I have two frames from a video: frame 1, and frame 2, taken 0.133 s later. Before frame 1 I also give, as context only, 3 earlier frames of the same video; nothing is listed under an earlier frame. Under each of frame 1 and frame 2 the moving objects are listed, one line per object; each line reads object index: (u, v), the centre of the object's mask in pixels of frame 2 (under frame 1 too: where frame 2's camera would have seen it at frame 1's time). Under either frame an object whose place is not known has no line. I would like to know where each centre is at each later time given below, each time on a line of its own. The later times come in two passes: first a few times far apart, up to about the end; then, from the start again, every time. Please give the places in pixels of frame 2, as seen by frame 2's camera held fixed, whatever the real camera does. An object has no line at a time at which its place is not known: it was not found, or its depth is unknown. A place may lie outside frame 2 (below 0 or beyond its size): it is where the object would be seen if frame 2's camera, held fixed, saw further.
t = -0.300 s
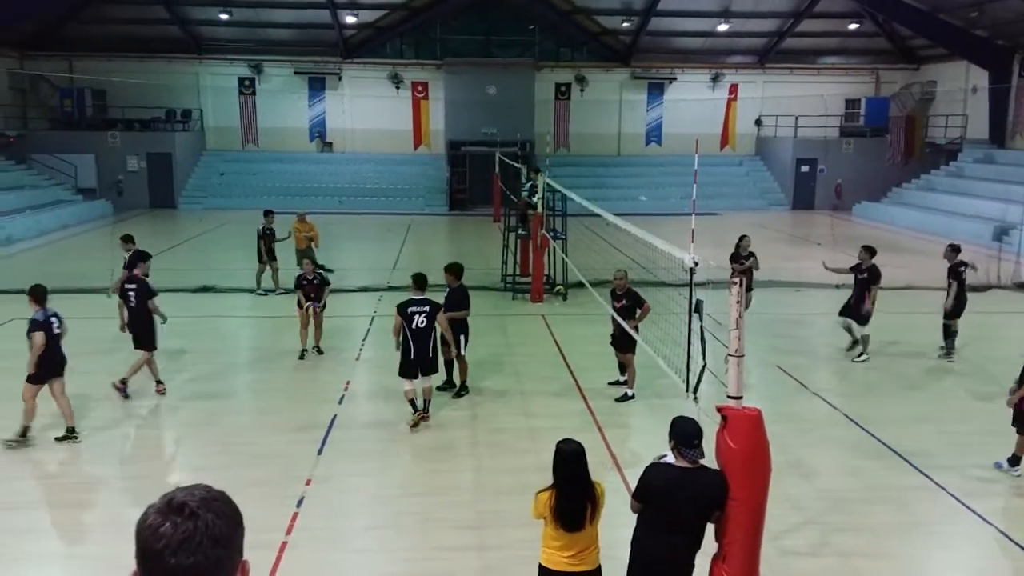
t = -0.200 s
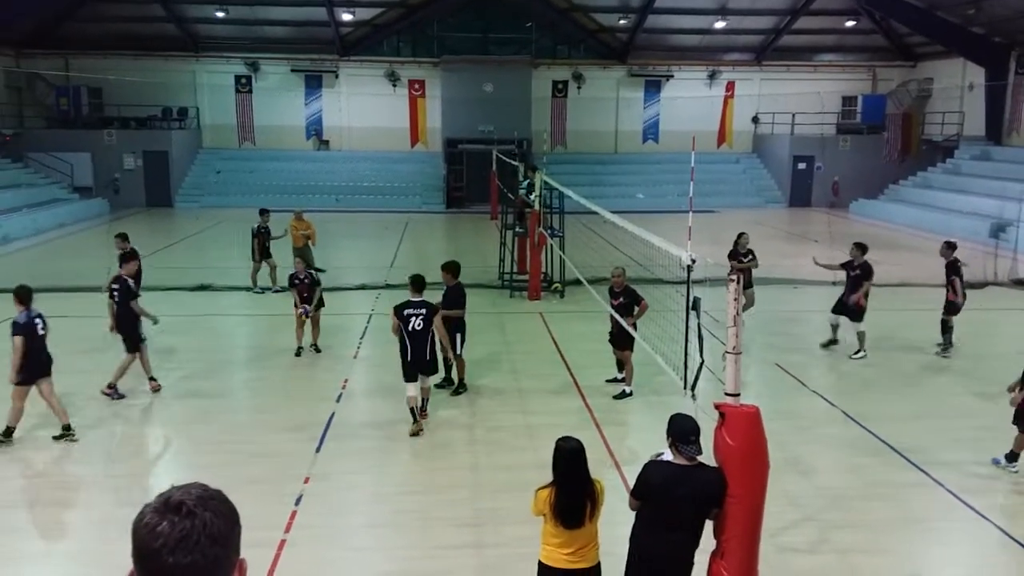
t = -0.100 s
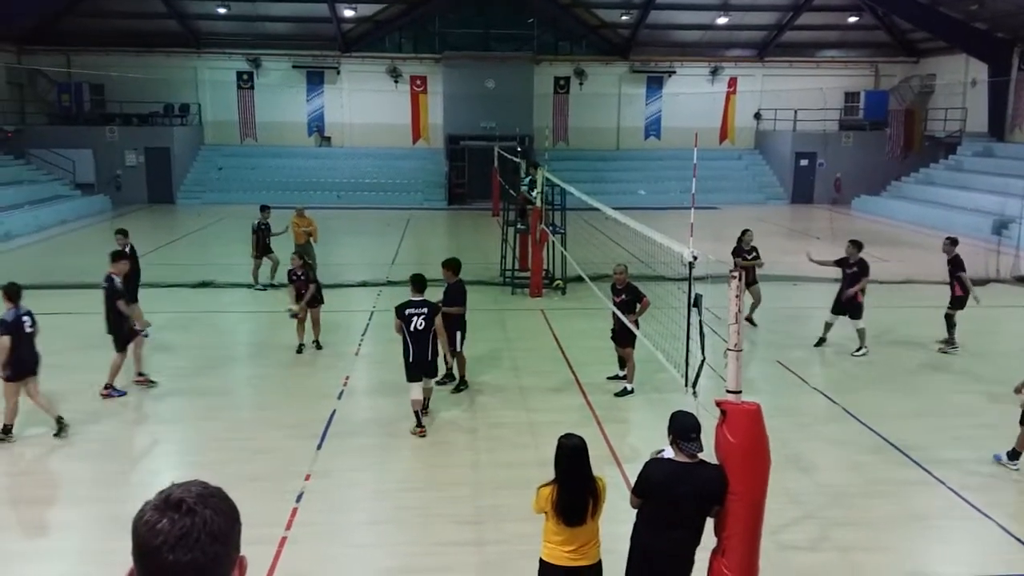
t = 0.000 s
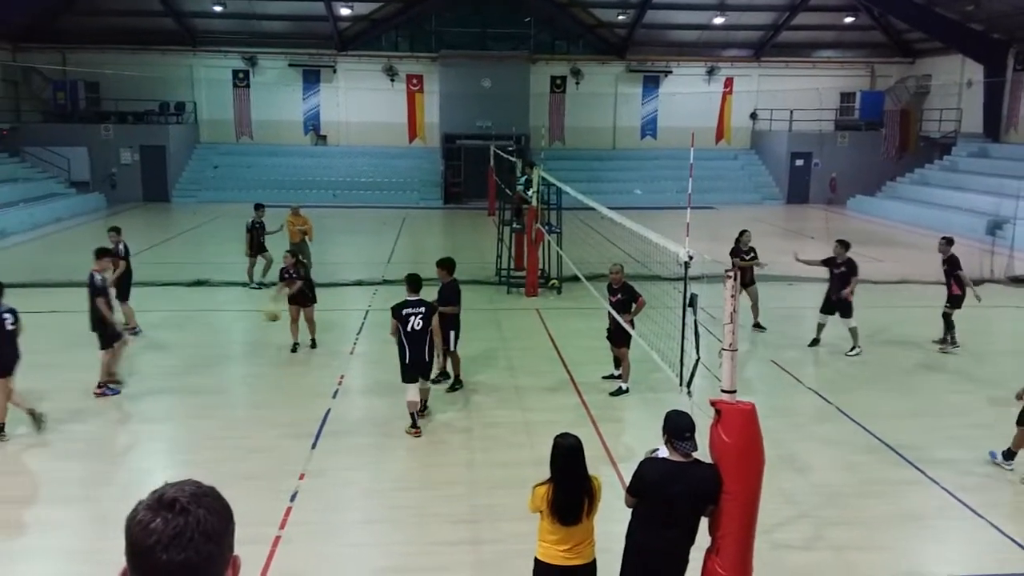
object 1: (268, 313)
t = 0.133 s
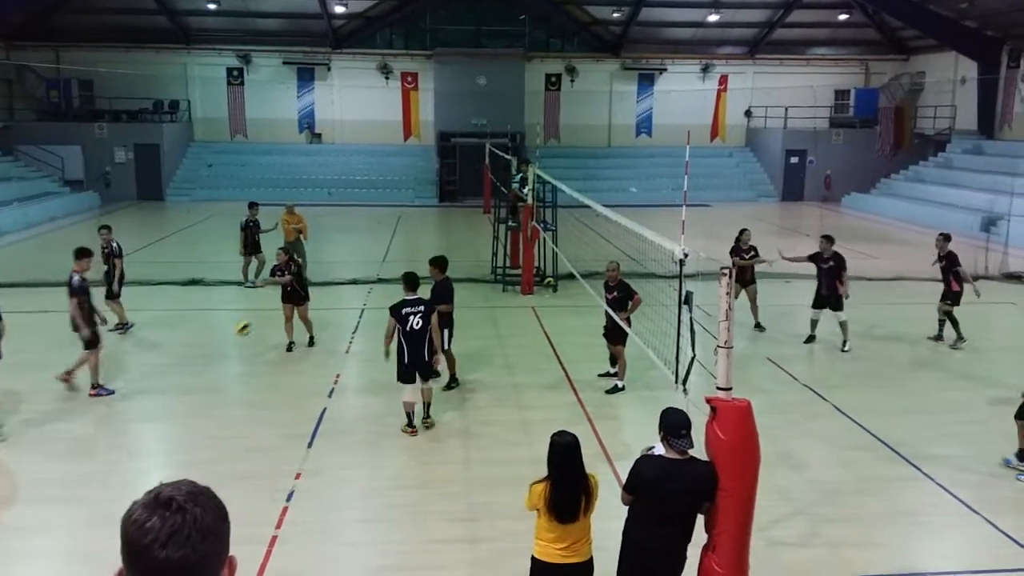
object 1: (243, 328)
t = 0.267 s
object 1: (218, 355)
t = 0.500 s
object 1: (181, 345)
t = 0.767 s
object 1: (143, 358)
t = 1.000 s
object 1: (108, 377)
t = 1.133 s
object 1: (83, 371)
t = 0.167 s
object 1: (236, 334)
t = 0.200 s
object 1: (229, 340)
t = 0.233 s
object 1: (223, 347)
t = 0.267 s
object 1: (218, 355)
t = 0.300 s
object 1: (211, 366)
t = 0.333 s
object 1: (206, 362)
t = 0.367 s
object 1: (201, 357)
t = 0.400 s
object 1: (195, 354)
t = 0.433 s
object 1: (192, 349)
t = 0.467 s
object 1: (186, 347)
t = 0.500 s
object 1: (181, 345)
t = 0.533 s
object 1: (176, 343)
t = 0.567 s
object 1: (171, 342)
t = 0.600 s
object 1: (166, 343)
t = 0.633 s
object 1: (162, 345)
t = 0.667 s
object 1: (158, 346)
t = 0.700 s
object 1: (153, 349)
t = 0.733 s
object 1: (148, 353)
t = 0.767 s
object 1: (143, 358)
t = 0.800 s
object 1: (139, 364)
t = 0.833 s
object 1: (134, 371)
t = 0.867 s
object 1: (128, 377)
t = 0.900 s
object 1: (124, 385)
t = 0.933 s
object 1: (119, 386)
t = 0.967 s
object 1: (114, 381)
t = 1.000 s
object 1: (108, 377)
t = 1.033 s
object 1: (102, 374)
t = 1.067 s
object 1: (95, 373)
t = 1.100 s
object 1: (89, 371)
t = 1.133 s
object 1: (83, 371)
